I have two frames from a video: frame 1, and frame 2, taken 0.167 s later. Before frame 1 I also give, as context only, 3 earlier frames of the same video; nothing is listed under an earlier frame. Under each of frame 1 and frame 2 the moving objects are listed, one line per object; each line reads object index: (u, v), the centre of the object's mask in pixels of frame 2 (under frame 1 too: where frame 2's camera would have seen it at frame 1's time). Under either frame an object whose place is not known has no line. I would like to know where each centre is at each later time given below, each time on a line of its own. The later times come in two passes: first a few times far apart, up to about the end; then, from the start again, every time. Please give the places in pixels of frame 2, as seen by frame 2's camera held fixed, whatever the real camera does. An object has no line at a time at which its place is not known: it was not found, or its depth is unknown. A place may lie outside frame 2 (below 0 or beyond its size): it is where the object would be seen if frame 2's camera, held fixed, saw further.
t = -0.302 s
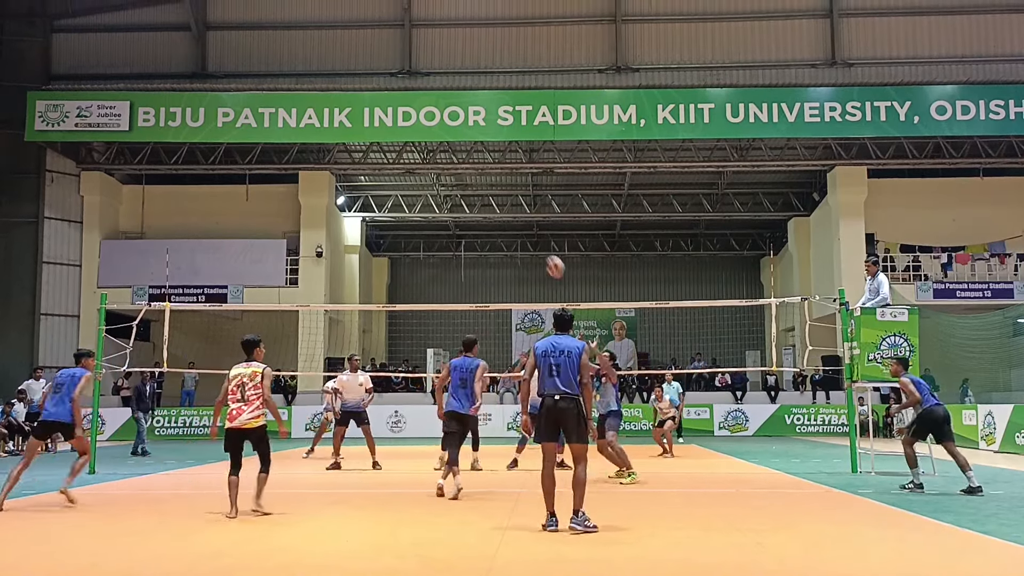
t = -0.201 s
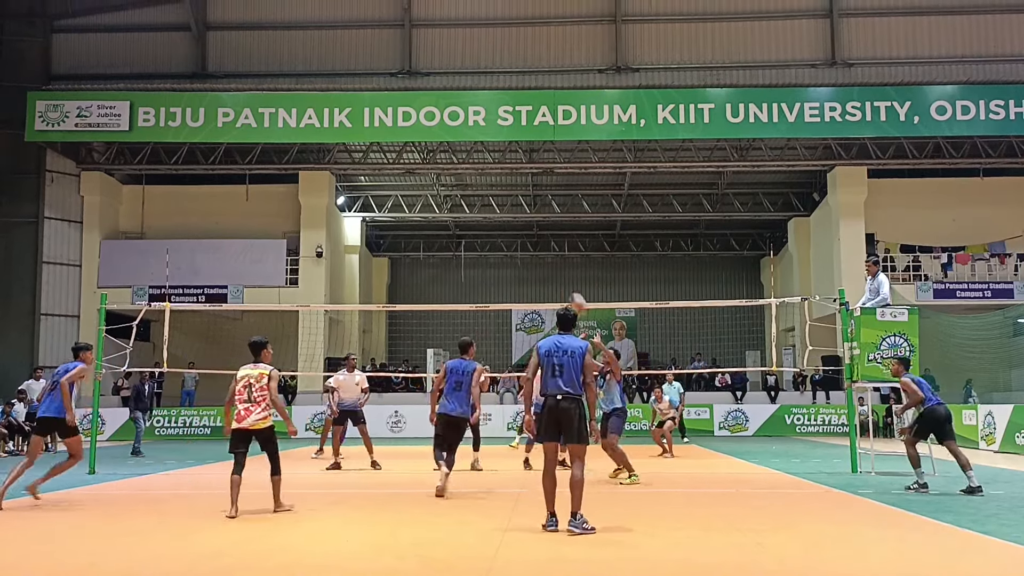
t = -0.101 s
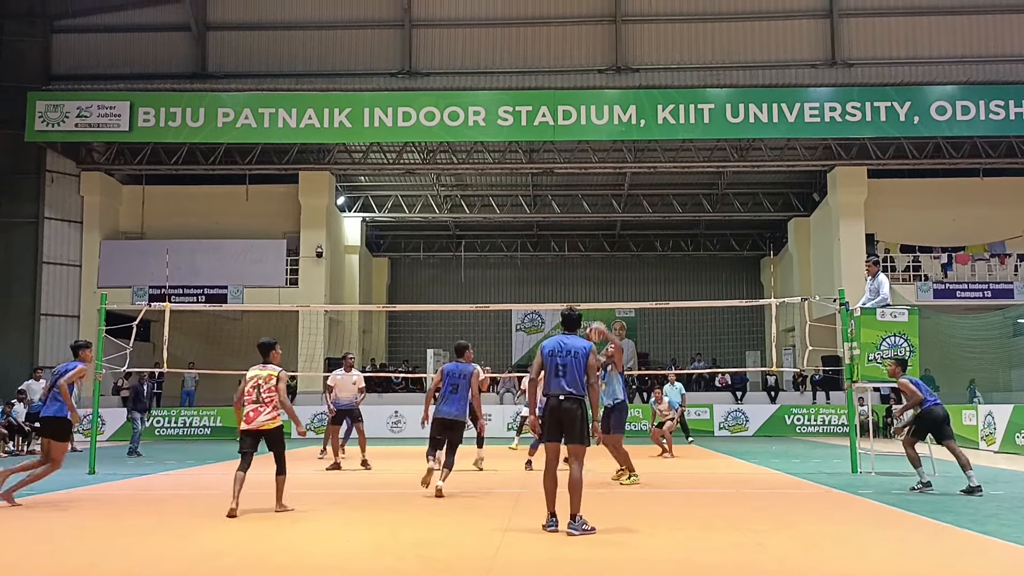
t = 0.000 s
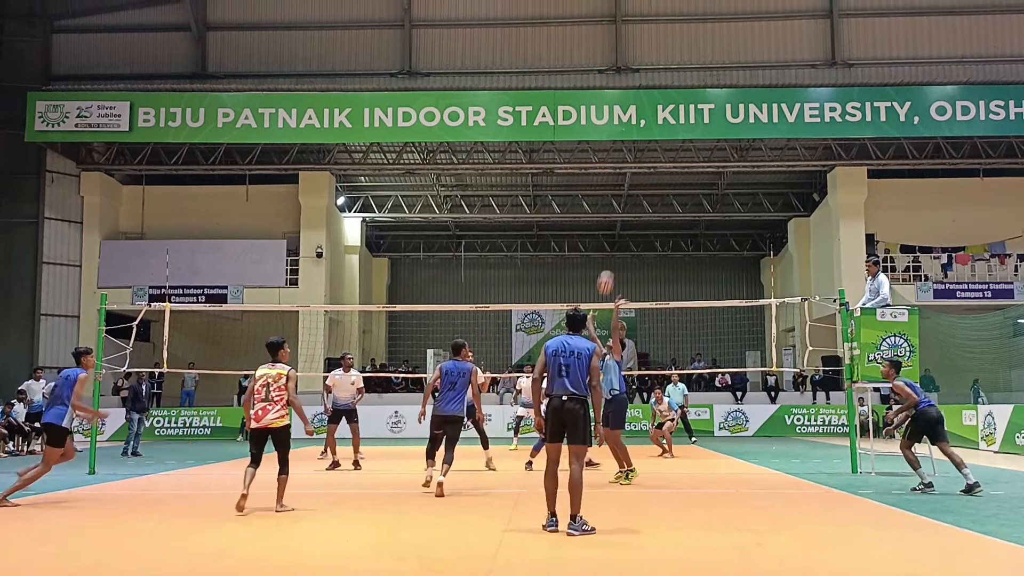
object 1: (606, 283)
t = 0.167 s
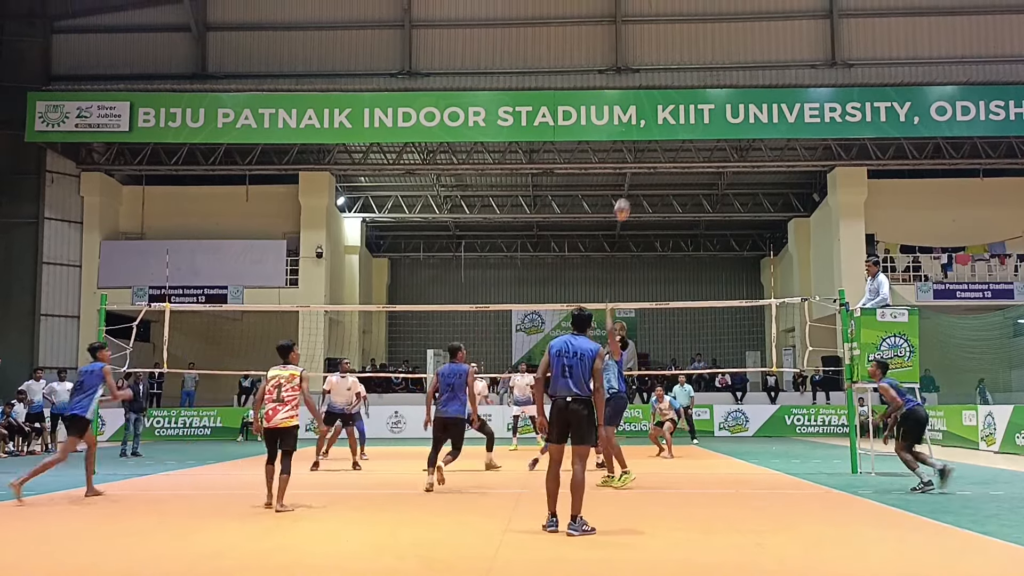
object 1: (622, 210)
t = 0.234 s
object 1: (629, 188)
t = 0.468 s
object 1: (652, 138)
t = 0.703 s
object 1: (676, 129)
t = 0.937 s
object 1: (700, 159)
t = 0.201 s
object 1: (625, 198)
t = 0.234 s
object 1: (629, 188)
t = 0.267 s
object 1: (631, 178)
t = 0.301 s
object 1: (635, 169)
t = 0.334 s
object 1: (639, 161)
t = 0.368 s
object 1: (641, 154)
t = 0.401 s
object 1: (645, 148)
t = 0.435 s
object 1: (648, 142)
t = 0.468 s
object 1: (652, 138)
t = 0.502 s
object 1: (656, 134)
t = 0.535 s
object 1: (659, 132)
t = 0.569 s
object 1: (663, 129)
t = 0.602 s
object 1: (666, 128)
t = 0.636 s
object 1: (669, 128)
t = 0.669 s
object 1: (674, 128)
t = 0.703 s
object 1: (676, 129)
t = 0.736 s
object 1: (680, 131)
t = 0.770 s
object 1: (683, 134)
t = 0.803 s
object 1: (687, 138)
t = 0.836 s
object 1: (690, 142)
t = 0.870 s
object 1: (693, 147)
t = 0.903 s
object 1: (697, 152)
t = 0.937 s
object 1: (700, 159)
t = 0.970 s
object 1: (703, 167)
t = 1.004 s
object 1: (707, 176)
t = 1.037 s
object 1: (710, 185)
